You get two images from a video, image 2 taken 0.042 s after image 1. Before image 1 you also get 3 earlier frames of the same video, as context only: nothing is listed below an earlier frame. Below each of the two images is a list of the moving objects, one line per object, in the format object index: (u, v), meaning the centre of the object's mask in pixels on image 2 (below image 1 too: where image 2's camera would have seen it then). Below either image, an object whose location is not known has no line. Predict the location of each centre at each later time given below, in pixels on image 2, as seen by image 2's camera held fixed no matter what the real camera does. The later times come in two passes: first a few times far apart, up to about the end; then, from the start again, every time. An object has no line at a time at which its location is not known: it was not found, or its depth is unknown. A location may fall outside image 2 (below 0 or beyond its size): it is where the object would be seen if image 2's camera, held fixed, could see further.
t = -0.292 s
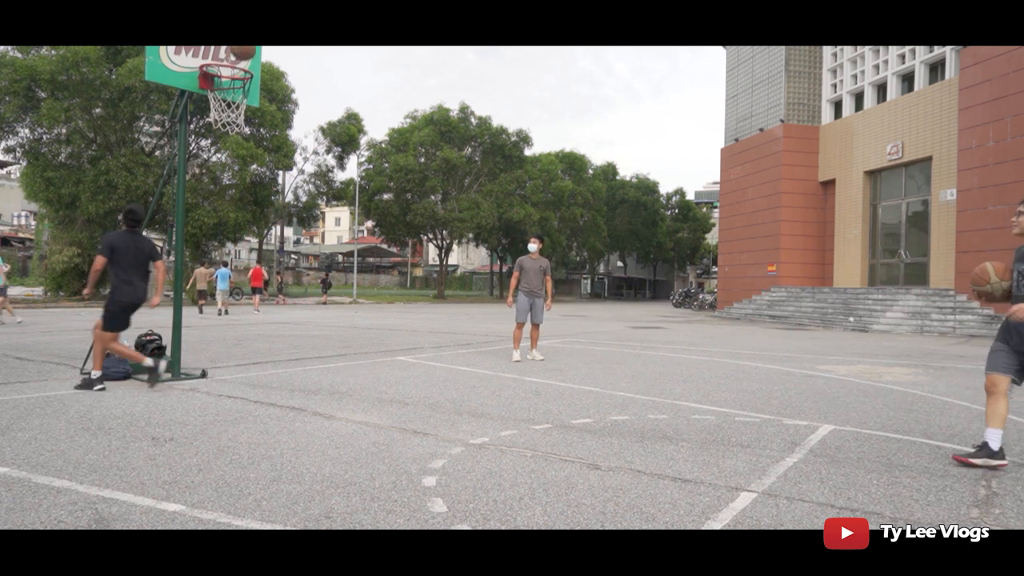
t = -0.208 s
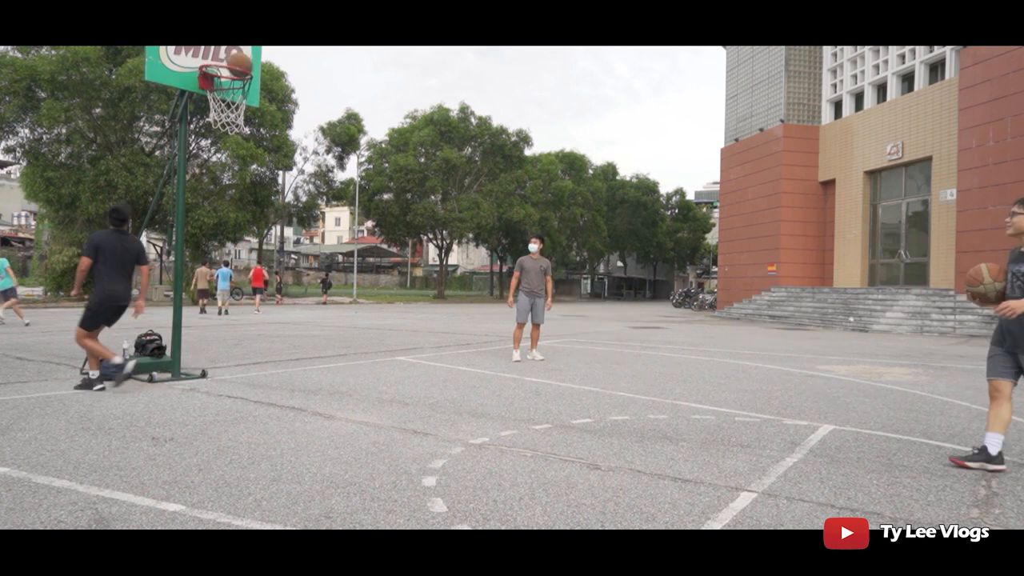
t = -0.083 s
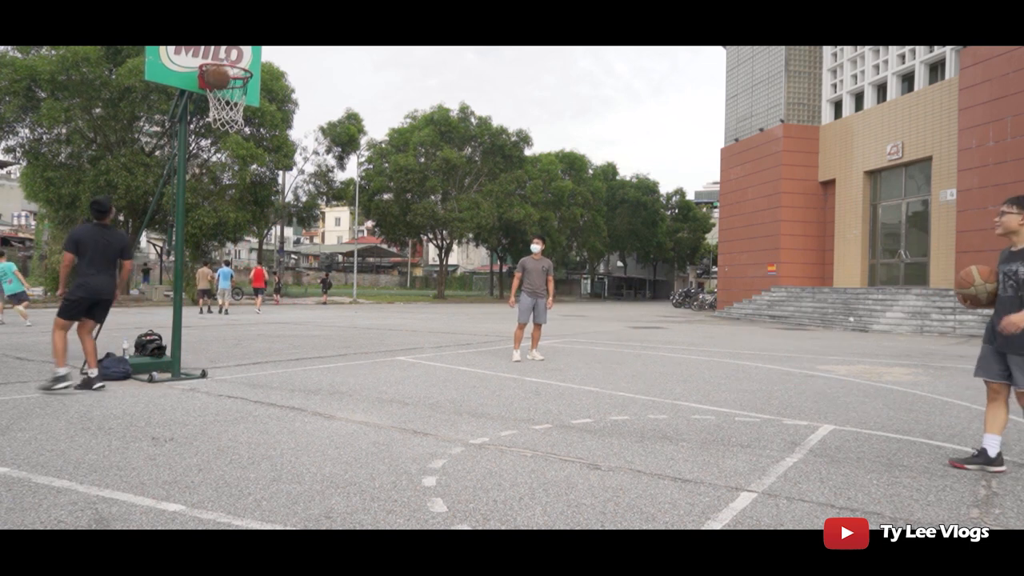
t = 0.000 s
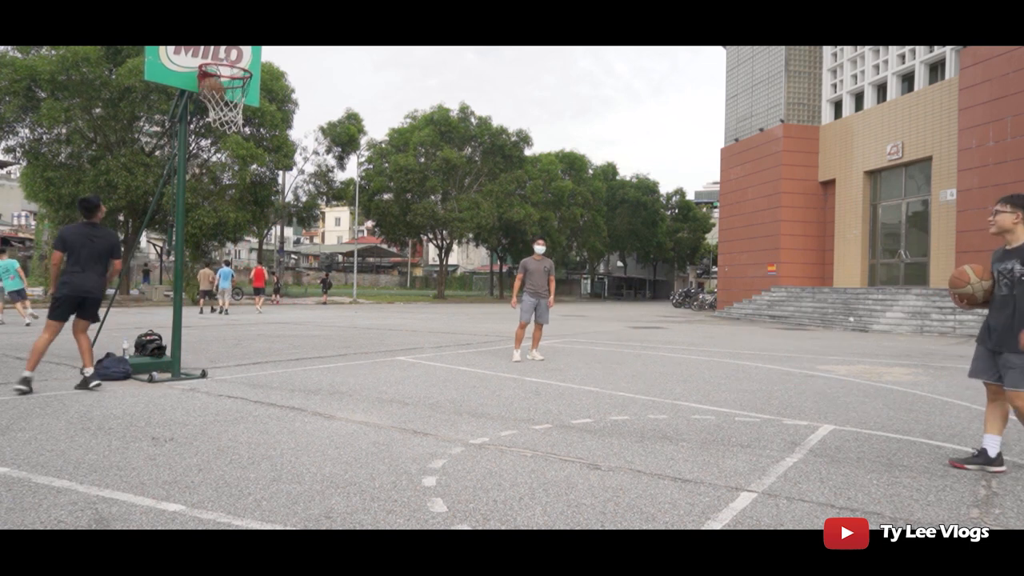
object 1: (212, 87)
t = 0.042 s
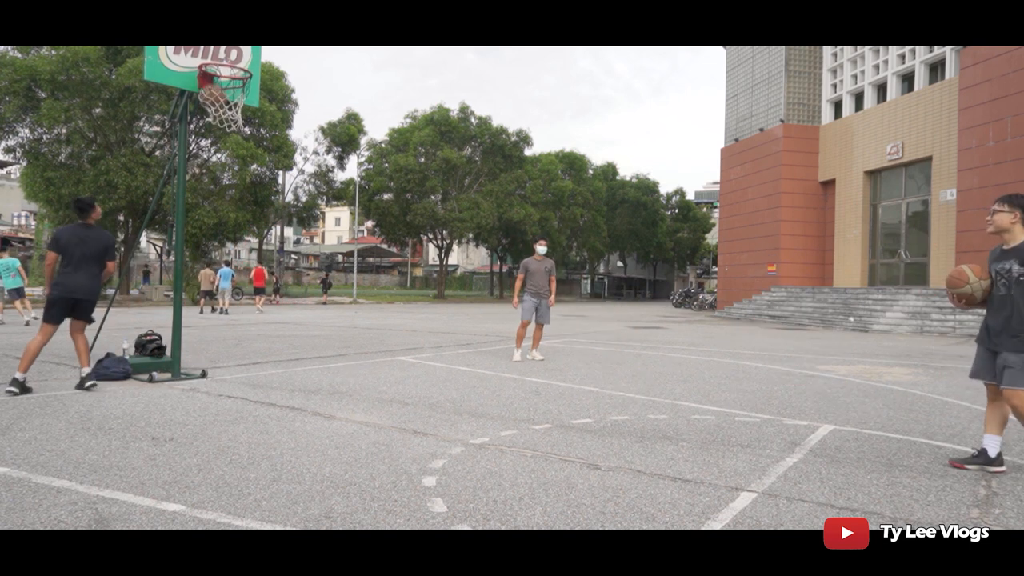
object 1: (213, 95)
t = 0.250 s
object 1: (219, 146)
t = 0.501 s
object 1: (224, 256)
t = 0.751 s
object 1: (233, 338)
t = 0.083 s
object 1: (213, 104)
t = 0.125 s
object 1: (215, 117)
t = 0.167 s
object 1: (217, 125)
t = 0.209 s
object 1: (218, 133)
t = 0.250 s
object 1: (219, 146)
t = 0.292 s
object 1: (220, 160)
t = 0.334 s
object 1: (221, 175)
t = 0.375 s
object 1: (222, 193)
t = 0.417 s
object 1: (223, 213)
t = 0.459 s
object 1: (224, 232)
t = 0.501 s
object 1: (224, 256)
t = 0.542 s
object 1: (226, 281)
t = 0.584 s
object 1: (227, 307)
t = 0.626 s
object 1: (227, 334)
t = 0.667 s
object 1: (227, 361)
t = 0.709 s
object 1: (230, 361)
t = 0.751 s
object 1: (233, 338)
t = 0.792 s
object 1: (237, 316)
